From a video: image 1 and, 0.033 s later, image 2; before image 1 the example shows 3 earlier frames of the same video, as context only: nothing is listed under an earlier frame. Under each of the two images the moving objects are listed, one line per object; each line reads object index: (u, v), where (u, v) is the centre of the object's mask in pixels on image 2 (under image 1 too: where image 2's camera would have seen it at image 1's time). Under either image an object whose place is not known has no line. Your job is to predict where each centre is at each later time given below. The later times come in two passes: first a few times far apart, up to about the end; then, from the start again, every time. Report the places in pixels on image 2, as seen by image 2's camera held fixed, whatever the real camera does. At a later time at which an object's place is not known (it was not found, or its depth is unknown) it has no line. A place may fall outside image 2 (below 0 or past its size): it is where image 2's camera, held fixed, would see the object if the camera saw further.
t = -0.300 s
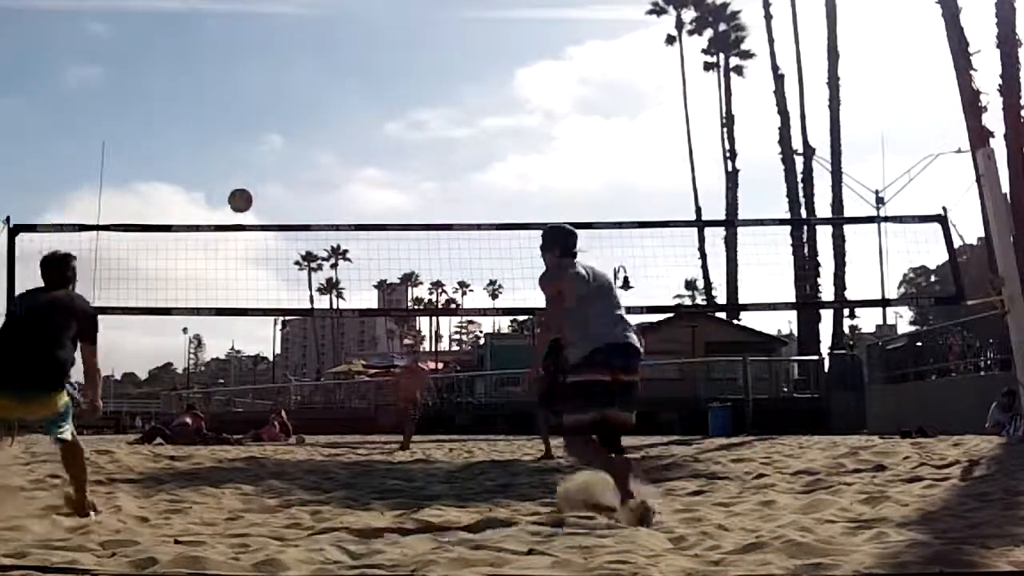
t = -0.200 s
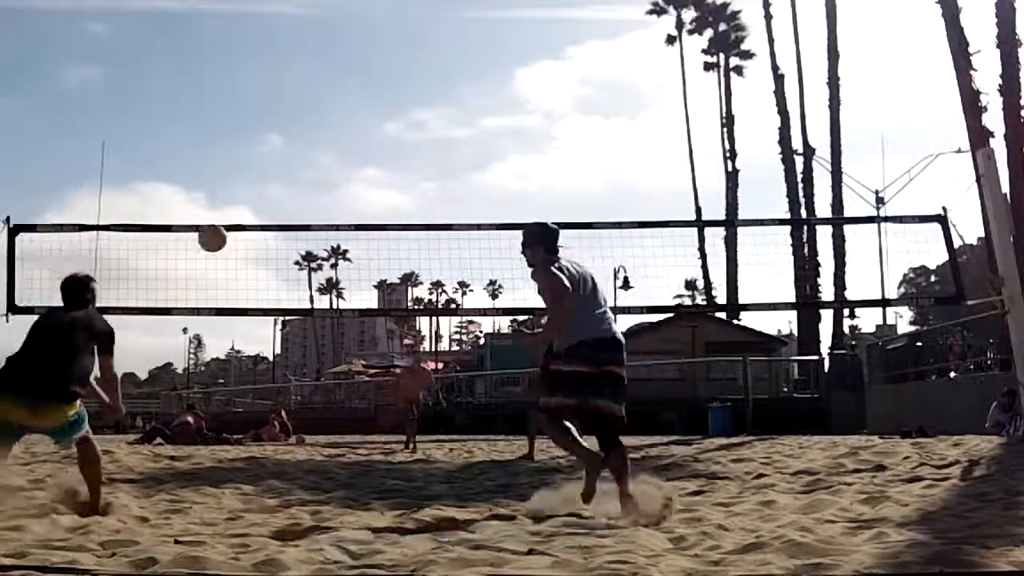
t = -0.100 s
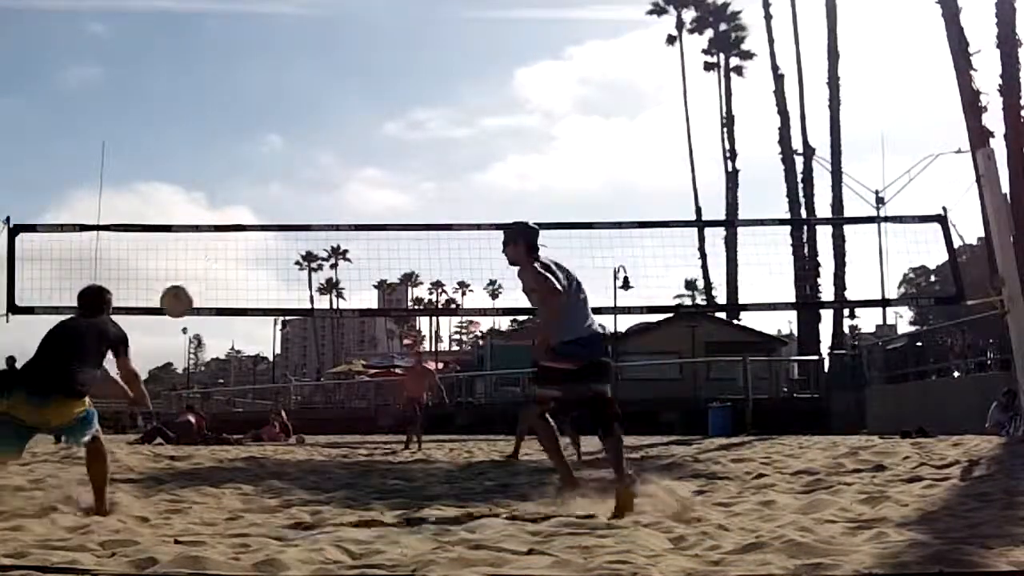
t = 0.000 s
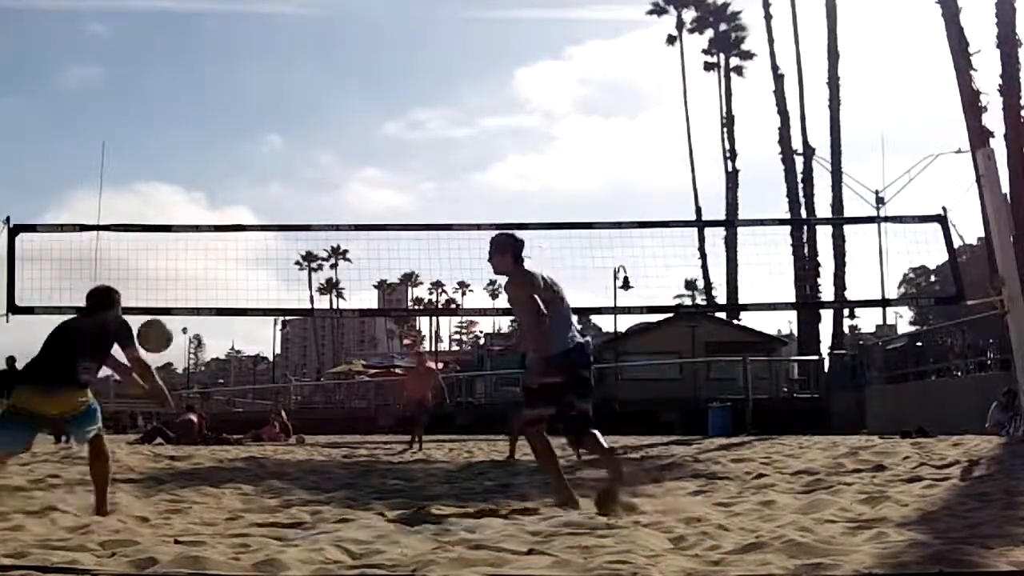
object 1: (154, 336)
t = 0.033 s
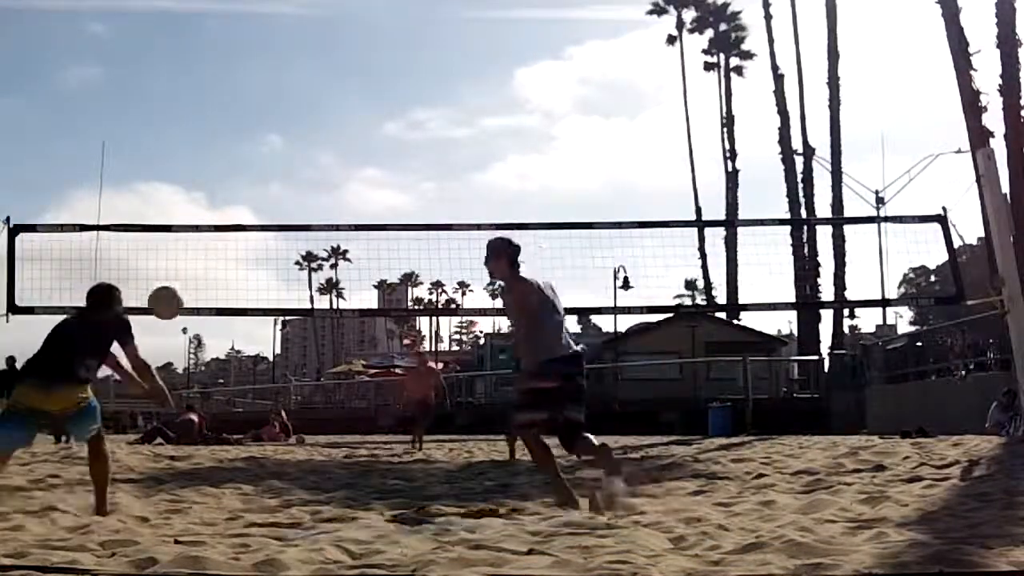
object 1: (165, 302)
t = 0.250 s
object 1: (228, 147)
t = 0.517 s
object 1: (291, 63)
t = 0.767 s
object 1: (342, 66)
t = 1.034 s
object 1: (391, 141)
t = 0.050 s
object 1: (171, 287)
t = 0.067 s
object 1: (176, 273)
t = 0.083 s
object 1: (181, 259)
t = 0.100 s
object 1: (187, 245)
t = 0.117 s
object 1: (192, 232)
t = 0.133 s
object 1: (197, 219)
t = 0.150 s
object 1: (201, 207)
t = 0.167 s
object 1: (206, 196)
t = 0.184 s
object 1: (210, 185)
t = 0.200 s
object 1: (215, 175)
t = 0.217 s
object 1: (219, 165)
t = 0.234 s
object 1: (224, 156)
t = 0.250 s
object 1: (228, 147)
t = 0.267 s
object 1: (232, 139)
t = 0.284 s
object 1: (237, 131)
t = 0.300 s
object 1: (241, 124)
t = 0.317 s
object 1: (245, 117)
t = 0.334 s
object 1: (249, 110)
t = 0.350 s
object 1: (253, 104)
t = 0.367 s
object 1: (257, 98)
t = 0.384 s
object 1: (261, 93)
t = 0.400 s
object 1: (265, 88)
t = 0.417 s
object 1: (269, 83)
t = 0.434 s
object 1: (273, 79)
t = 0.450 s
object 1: (276, 75)
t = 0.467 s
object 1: (280, 72)
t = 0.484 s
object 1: (284, 69)
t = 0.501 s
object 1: (287, 66)
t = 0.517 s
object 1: (291, 63)
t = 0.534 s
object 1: (295, 62)
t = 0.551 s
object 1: (298, 60)
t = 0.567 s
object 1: (302, 58)
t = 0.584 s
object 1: (305, 57)
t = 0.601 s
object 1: (309, 56)
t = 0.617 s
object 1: (312, 56)
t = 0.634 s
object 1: (315, 56)
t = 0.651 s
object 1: (319, 56)
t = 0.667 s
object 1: (322, 57)
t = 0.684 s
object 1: (326, 58)
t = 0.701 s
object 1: (329, 59)
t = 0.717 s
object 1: (332, 61)
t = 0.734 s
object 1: (335, 62)
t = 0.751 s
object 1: (339, 65)
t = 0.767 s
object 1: (342, 66)
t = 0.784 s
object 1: (345, 69)
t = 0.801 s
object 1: (348, 72)
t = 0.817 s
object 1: (351, 75)
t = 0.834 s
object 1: (354, 79)
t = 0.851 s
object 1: (357, 82)
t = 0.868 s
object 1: (360, 86)
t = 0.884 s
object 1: (364, 91)
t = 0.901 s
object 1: (367, 95)
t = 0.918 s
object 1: (370, 100)
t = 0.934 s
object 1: (372, 106)
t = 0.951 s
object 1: (376, 111)
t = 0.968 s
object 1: (379, 116)
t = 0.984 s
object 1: (381, 122)
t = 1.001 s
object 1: (385, 128)
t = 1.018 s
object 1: (388, 135)
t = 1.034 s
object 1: (391, 141)
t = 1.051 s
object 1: (393, 148)
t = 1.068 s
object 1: (396, 155)
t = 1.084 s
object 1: (399, 163)
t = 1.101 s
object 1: (402, 171)
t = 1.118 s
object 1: (405, 179)
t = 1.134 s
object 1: (408, 187)
